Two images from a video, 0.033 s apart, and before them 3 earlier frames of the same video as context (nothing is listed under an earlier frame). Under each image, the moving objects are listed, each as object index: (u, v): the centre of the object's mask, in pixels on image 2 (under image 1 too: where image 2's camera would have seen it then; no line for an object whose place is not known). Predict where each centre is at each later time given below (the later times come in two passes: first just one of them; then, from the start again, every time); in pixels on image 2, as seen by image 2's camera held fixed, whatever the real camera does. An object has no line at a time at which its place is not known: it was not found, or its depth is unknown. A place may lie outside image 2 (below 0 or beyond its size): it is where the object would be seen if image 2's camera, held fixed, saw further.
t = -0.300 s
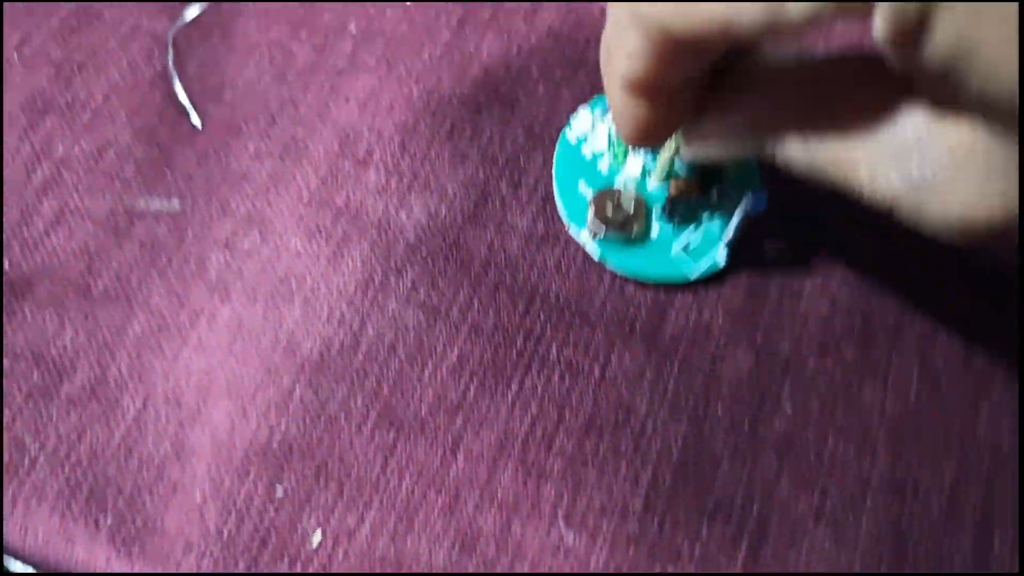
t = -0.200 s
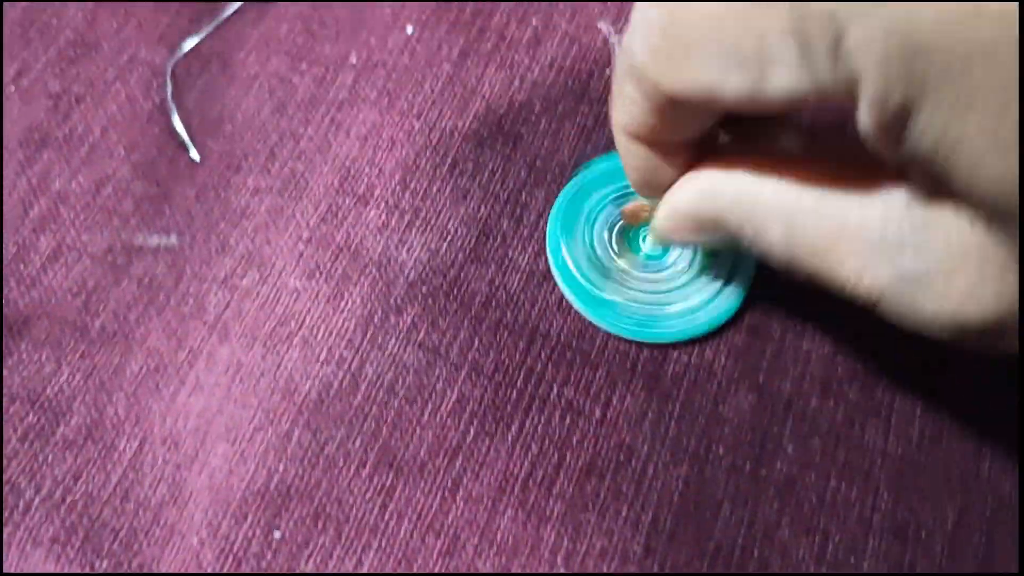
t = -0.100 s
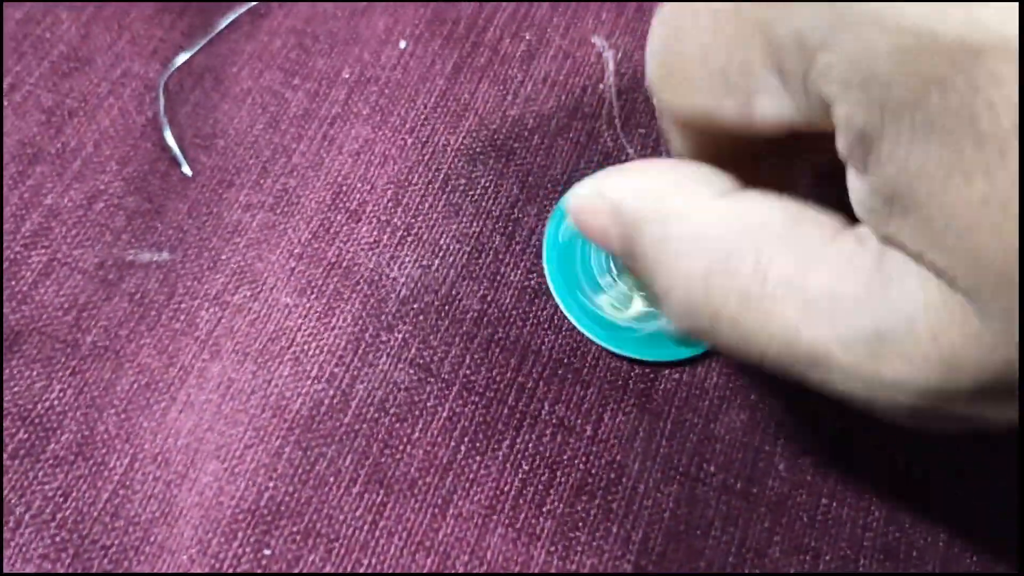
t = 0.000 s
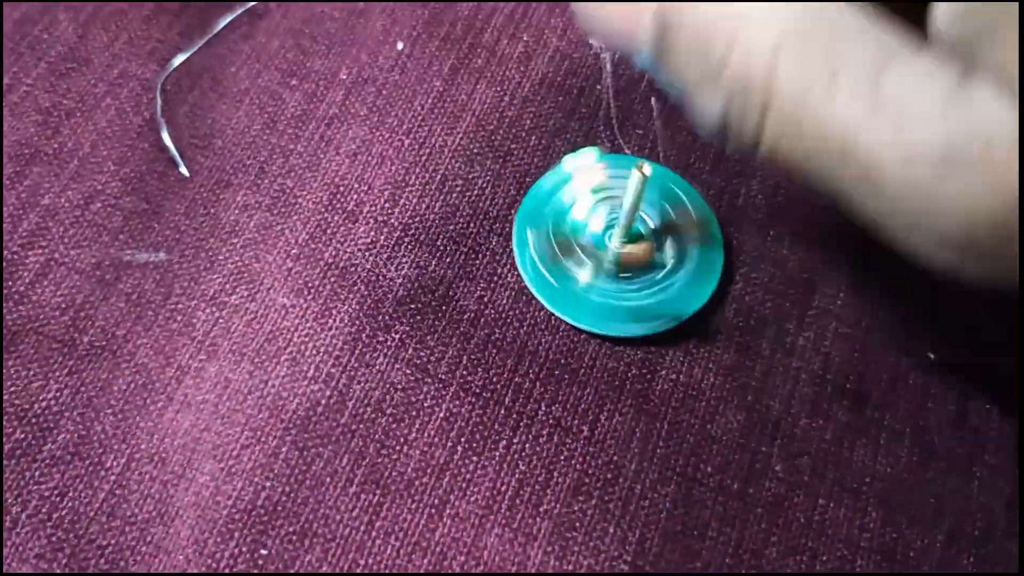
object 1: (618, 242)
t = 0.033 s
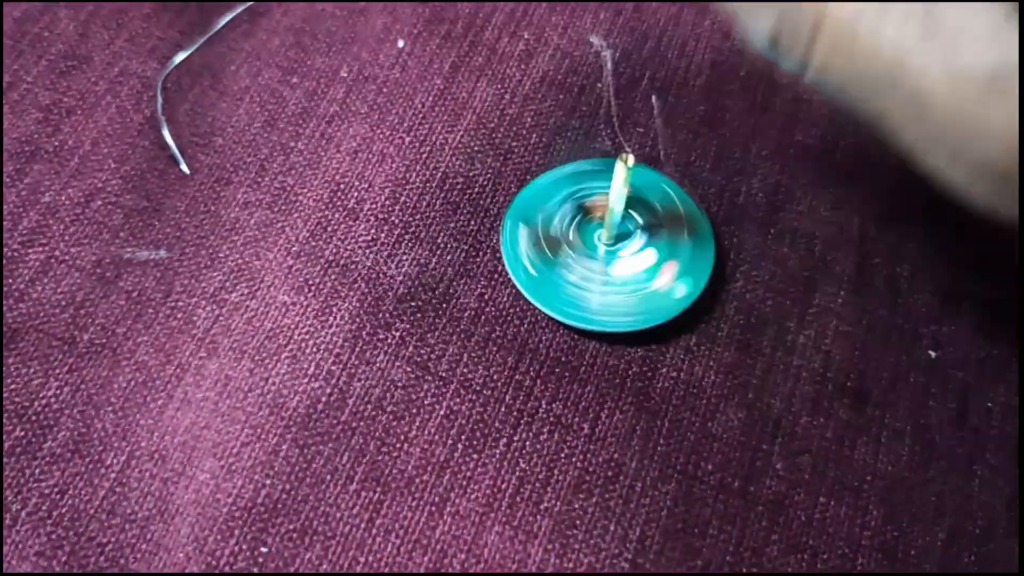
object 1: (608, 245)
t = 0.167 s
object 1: (588, 263)
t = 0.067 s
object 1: (597, 247)
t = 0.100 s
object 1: (593, 255)
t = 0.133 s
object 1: (588, 258)
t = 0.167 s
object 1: (588, 263)
